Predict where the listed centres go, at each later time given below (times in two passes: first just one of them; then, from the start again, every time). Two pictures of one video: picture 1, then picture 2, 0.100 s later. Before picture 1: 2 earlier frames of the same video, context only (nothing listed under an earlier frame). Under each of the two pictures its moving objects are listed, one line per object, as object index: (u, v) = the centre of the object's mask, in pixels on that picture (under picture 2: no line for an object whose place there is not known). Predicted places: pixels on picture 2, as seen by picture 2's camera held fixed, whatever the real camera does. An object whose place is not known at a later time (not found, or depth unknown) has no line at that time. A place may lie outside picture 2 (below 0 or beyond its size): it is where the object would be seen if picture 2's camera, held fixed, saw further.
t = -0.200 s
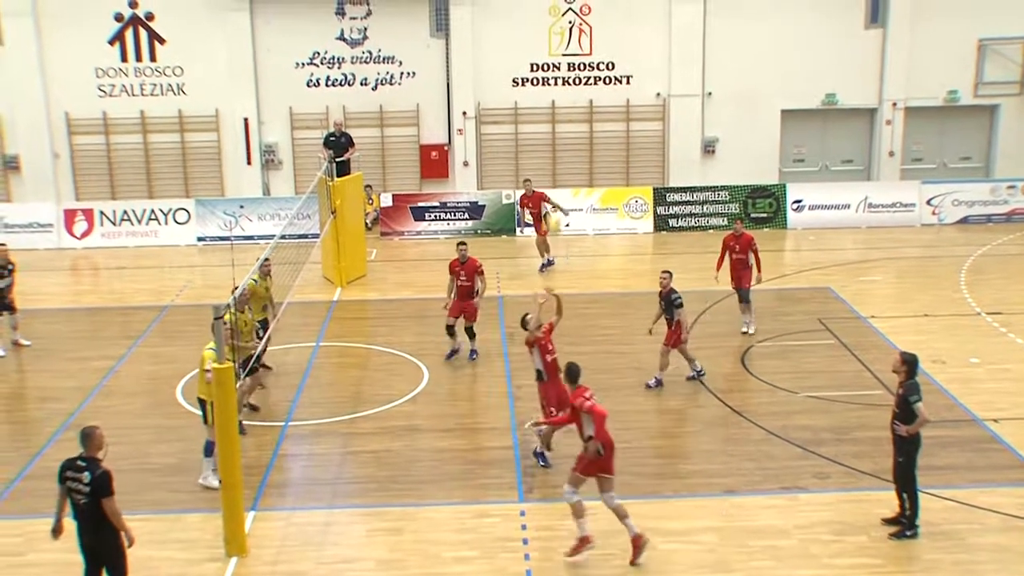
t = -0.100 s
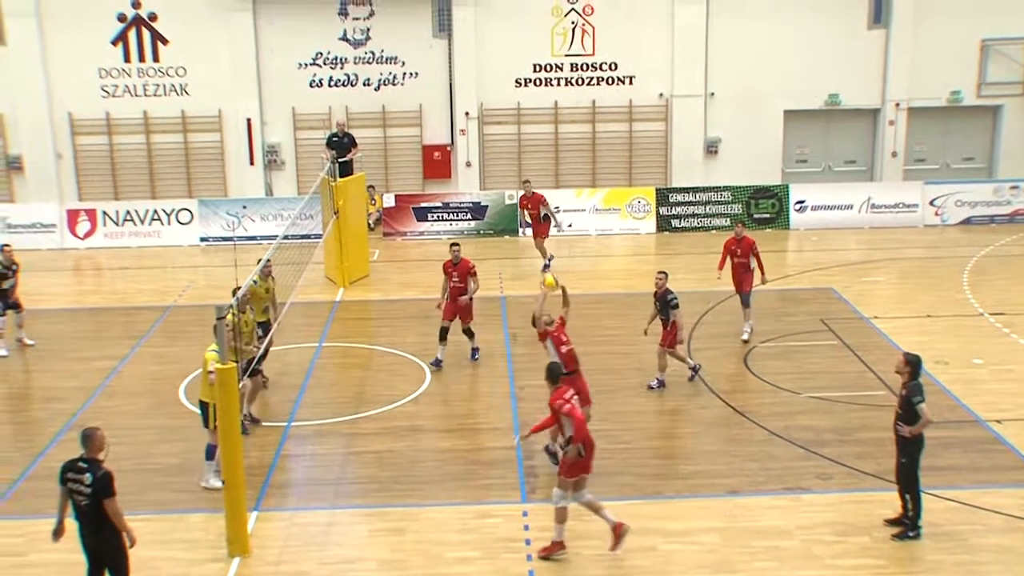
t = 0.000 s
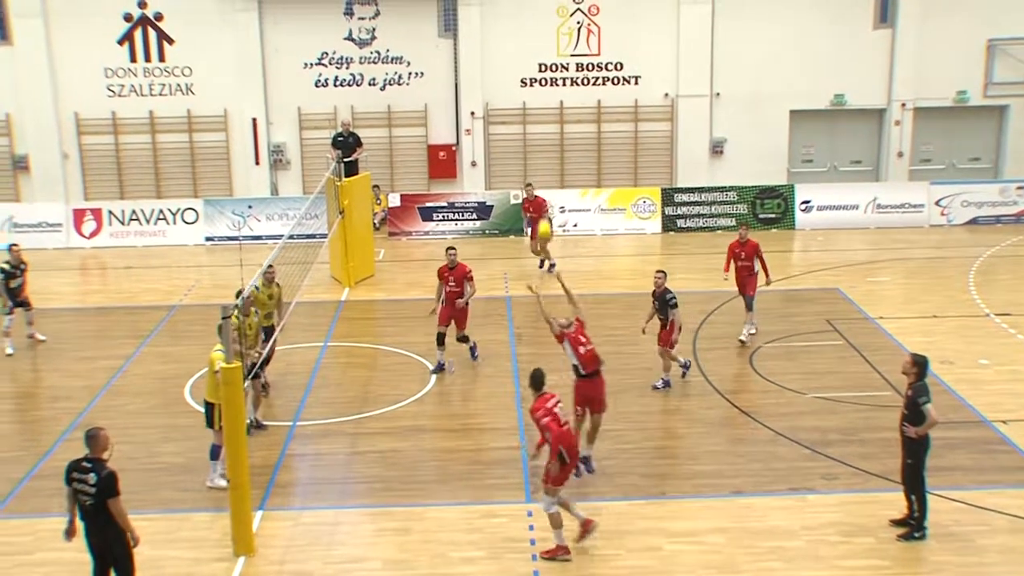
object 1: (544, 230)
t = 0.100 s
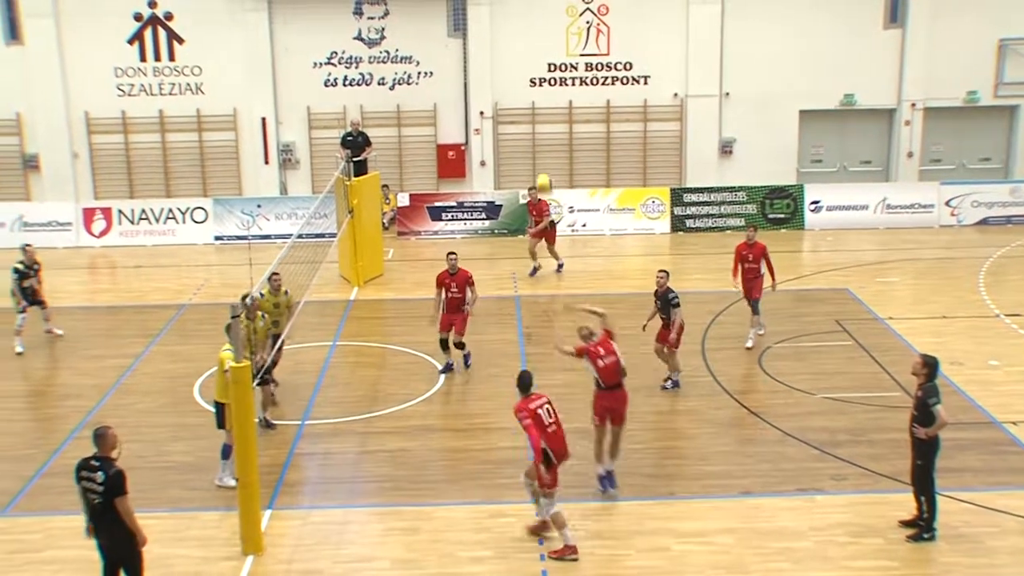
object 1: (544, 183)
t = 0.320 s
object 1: (529, 114)
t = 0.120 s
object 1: (542, 176)
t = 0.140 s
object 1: (541, 169)
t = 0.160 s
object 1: (539, 163)
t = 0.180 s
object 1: (537, 155)
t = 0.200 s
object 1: (536, 149)
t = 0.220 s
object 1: (535, 143)
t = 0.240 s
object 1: (533, 137)
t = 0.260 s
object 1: (532, 131)
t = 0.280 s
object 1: (530, 125)
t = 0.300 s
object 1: (529, 120)
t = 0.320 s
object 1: (529, 114)
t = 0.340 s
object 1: (527, 111)
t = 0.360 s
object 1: (526, 106)
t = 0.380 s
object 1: (524, 103)
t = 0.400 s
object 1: (523, 99)
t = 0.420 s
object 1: (522, 96)
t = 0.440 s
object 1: (520, 95)
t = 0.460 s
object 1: (518, 92)
